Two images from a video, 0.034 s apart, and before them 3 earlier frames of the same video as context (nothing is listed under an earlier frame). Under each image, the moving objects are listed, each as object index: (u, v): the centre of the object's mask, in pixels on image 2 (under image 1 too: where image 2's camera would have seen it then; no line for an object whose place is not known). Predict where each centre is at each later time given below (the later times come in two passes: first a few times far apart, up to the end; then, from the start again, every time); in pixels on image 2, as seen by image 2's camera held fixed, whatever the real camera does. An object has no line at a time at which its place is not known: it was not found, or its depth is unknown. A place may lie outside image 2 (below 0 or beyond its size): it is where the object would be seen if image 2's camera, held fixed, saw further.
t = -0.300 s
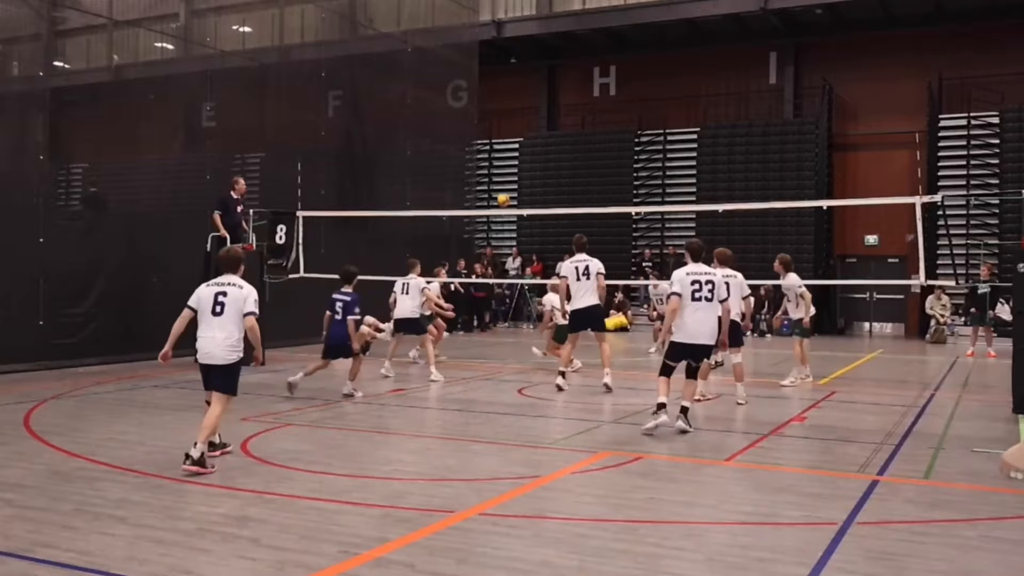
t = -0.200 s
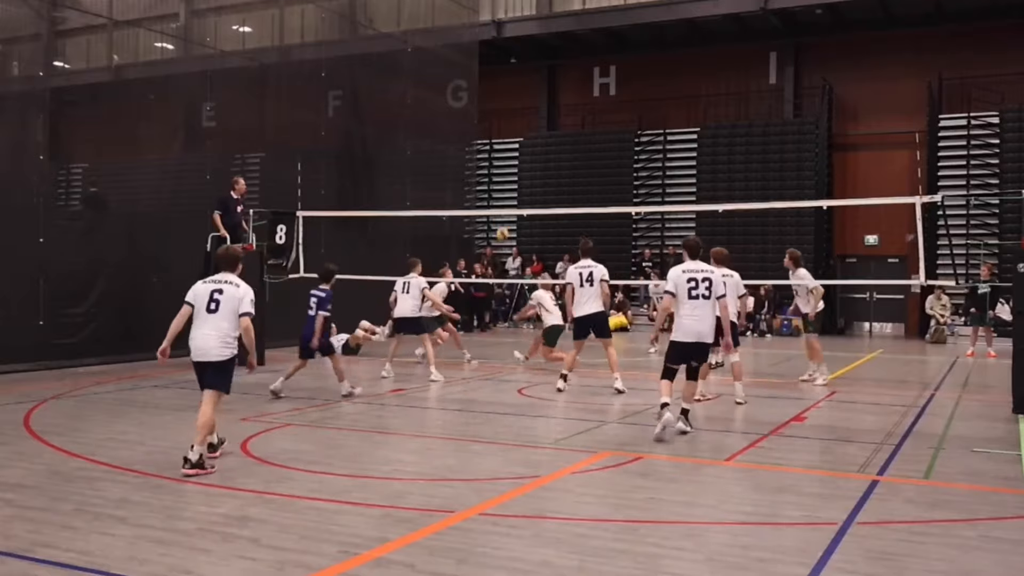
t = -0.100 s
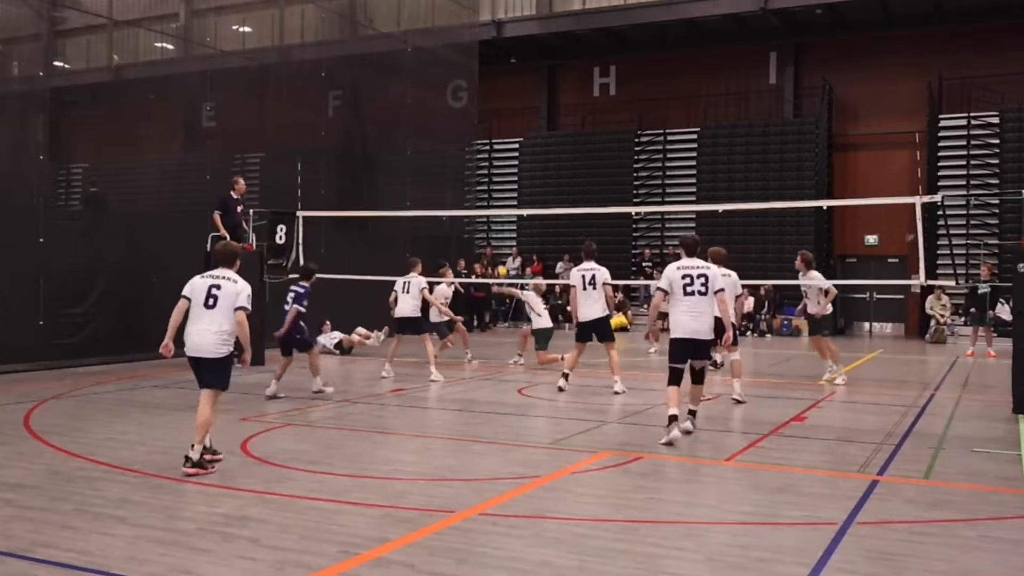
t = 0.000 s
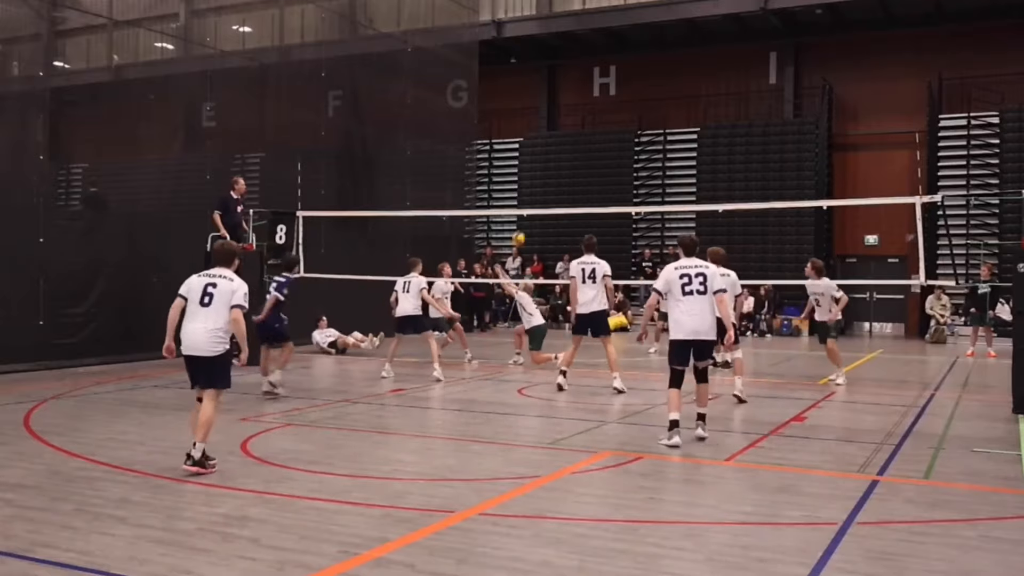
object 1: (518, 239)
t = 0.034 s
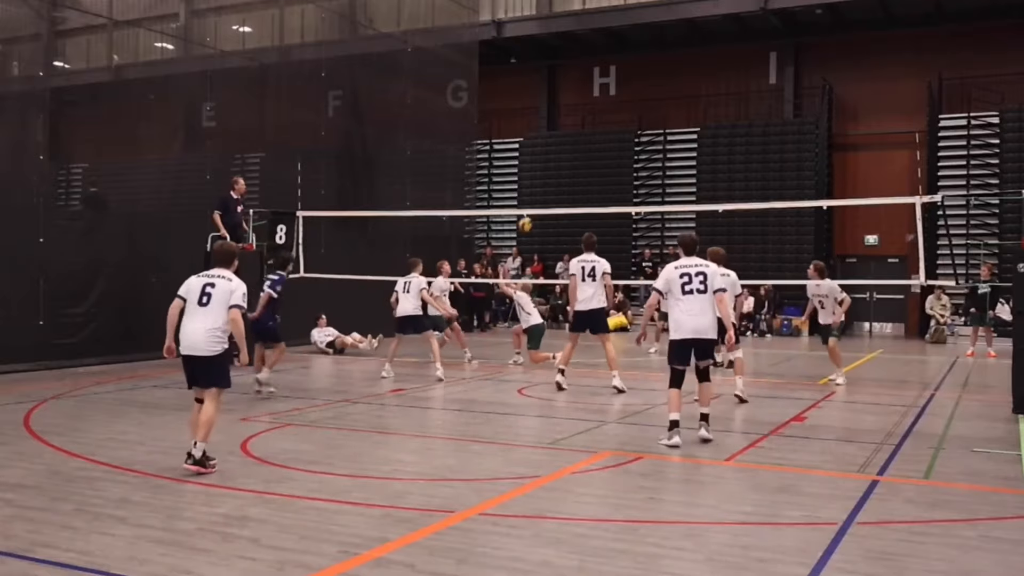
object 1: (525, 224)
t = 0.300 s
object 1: (582, 130)
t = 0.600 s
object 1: (647, 76)
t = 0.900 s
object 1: (712, 78)
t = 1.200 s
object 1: (775, 138)
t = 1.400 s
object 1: (817, 213)
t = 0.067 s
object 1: (531, 209)
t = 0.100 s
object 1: (539, 196)
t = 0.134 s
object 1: (546, 183)
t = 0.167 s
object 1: (553, 172)
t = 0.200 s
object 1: (561, 160)
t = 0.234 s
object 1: (568, 150)
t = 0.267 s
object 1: (575, 140)
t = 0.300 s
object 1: (582, 130)
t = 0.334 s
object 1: (589, 121)
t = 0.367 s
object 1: (597, 113)
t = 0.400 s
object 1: (604, 106)
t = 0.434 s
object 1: (611, 99)
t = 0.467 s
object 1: (618, 93)
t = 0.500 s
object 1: (625, 88)
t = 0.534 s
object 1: (633, 84)
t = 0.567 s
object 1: (640, 79)
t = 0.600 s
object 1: (647, 76)
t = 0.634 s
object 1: (654, 74)
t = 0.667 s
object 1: (662, 72)
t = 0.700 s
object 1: (669, 71)
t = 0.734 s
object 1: (676, 70)
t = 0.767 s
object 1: (683, 71)
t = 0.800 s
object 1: (691, 71)
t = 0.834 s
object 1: (698, 73)
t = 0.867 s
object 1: (705, 76)
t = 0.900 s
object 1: (712, 78)
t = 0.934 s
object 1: (720, 82)
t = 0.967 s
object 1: (727, 87)
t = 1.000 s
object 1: (734, 92)
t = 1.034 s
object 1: (741, 98)
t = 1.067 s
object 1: (747, 104)
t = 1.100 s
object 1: (755, 112)
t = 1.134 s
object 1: (762, 120)
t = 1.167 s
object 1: (769, 129)
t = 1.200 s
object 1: (775, 138)
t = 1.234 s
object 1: (782, 148)
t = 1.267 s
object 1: (789, 160)
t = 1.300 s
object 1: (796, 171)
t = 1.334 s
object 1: (802, 183)
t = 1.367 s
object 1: (809, 195)
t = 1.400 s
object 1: (817, 213)
